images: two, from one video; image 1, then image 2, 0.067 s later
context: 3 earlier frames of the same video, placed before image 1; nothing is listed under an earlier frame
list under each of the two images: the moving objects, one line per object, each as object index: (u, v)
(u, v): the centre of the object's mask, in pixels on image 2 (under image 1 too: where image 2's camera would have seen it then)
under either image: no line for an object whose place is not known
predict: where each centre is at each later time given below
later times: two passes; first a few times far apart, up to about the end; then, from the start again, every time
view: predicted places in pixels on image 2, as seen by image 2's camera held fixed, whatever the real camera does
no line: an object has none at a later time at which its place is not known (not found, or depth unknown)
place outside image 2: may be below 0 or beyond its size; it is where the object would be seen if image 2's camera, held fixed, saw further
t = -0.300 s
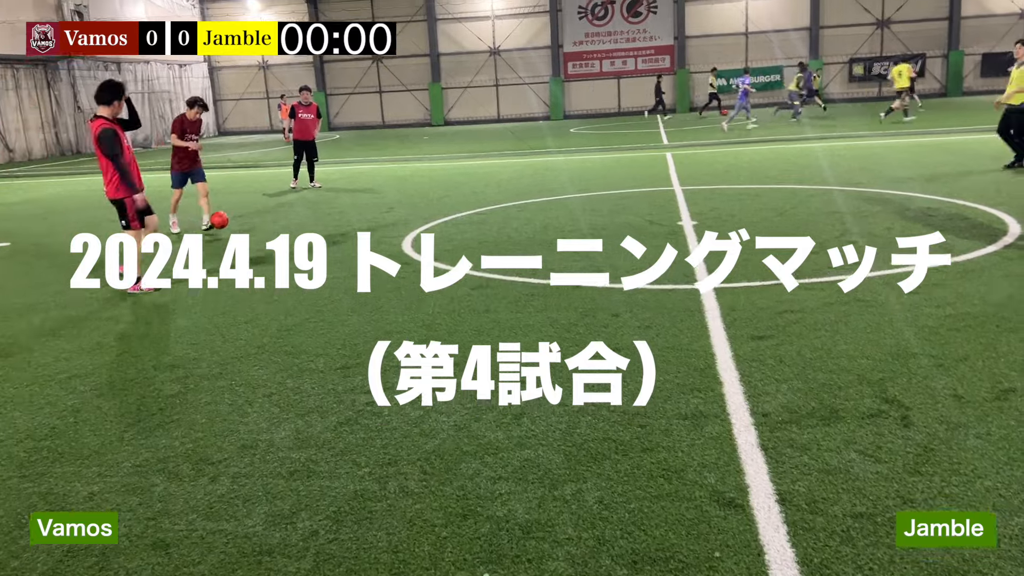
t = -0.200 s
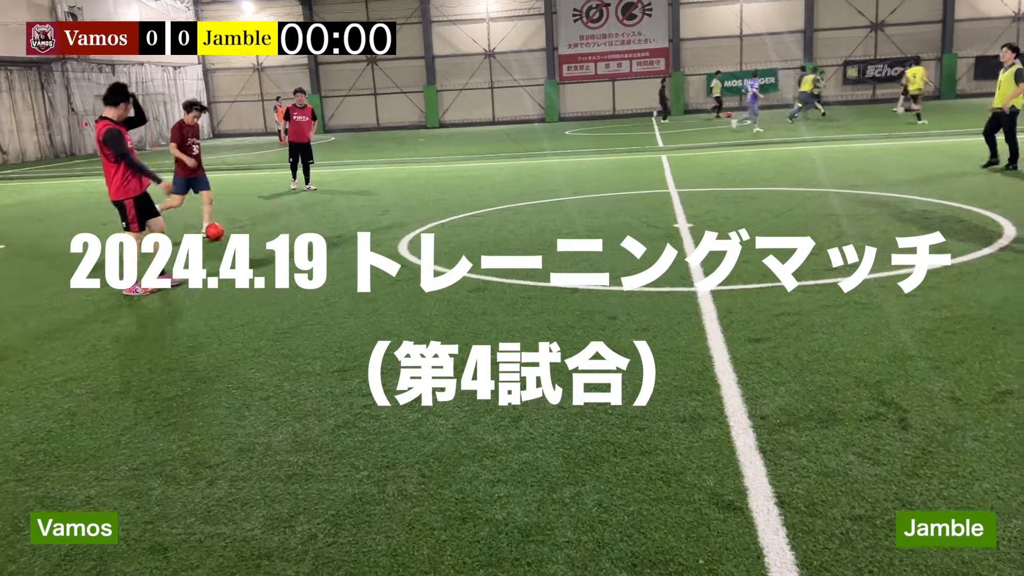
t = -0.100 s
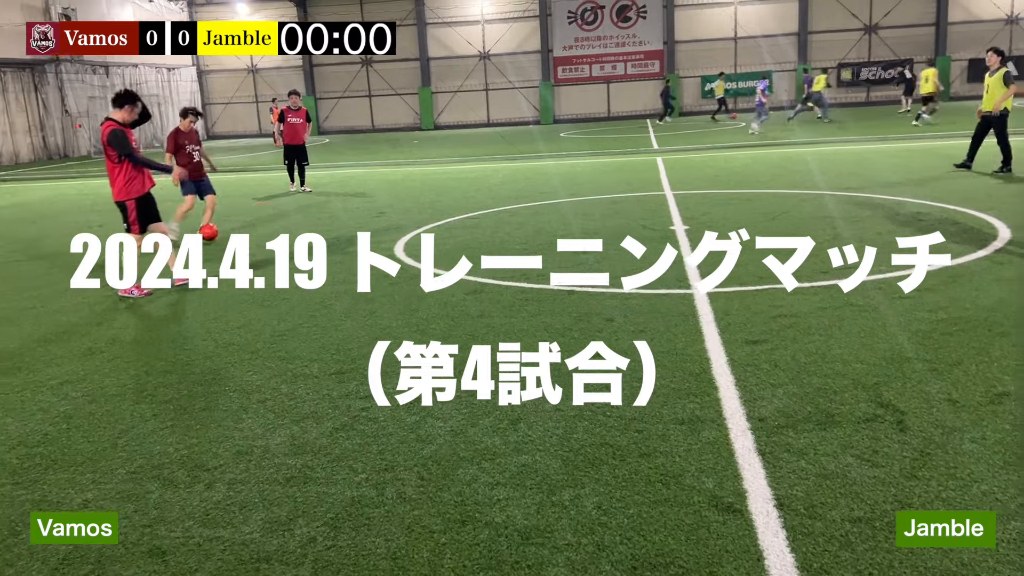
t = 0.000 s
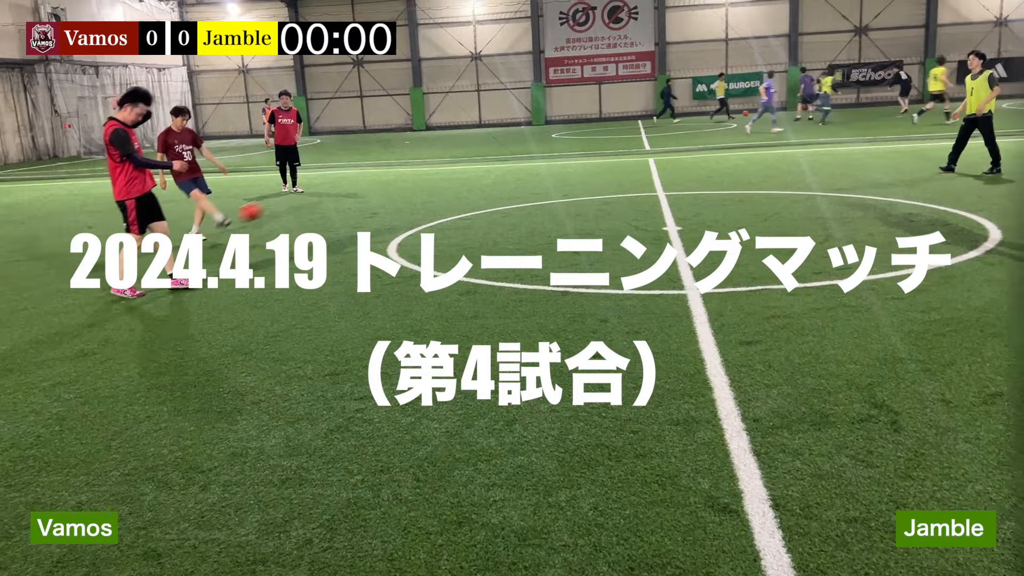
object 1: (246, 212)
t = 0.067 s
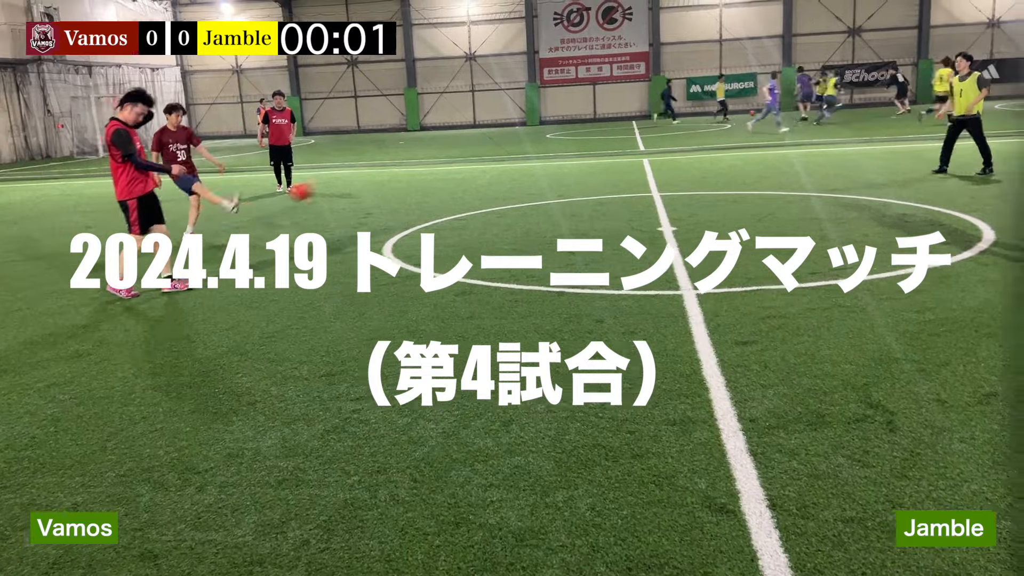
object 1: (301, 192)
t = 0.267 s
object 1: (478, 149)
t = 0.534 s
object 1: (725, 145)
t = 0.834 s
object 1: (994, 194)
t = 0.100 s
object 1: (330, 182)
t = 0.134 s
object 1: (359, 174)
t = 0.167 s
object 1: (389, 165)
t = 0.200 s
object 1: (418, 160)
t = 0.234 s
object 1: (448, 154)
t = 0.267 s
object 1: (478, 149)
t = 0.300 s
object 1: (508, 145)
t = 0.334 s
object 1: (538, 143)
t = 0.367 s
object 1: (569, 141)
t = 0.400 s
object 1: (599, 140)
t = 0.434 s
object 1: (630, 140)
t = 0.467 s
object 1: (662, 141)
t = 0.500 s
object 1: (693, 143)
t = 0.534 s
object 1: (725, 145)
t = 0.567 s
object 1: (757, 150)
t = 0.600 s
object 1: (788, 156)
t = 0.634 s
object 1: (819, 162)
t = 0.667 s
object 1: (851, 169)
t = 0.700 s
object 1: (883, 178)
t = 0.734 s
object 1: (915, 187)
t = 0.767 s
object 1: (948, 198)
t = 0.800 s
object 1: (976, 202)
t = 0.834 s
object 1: (994, 194)
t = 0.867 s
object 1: (1013, 187)
